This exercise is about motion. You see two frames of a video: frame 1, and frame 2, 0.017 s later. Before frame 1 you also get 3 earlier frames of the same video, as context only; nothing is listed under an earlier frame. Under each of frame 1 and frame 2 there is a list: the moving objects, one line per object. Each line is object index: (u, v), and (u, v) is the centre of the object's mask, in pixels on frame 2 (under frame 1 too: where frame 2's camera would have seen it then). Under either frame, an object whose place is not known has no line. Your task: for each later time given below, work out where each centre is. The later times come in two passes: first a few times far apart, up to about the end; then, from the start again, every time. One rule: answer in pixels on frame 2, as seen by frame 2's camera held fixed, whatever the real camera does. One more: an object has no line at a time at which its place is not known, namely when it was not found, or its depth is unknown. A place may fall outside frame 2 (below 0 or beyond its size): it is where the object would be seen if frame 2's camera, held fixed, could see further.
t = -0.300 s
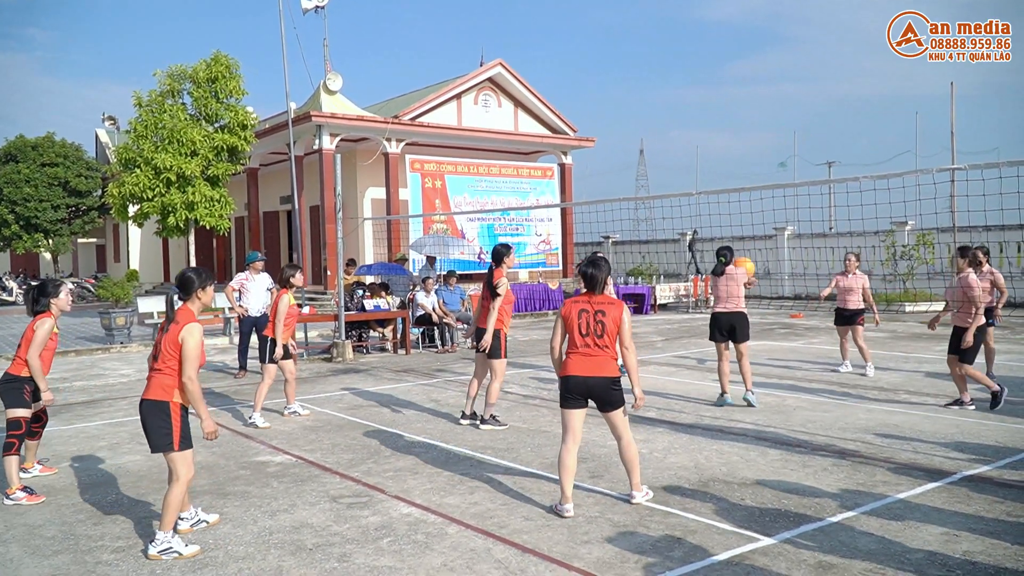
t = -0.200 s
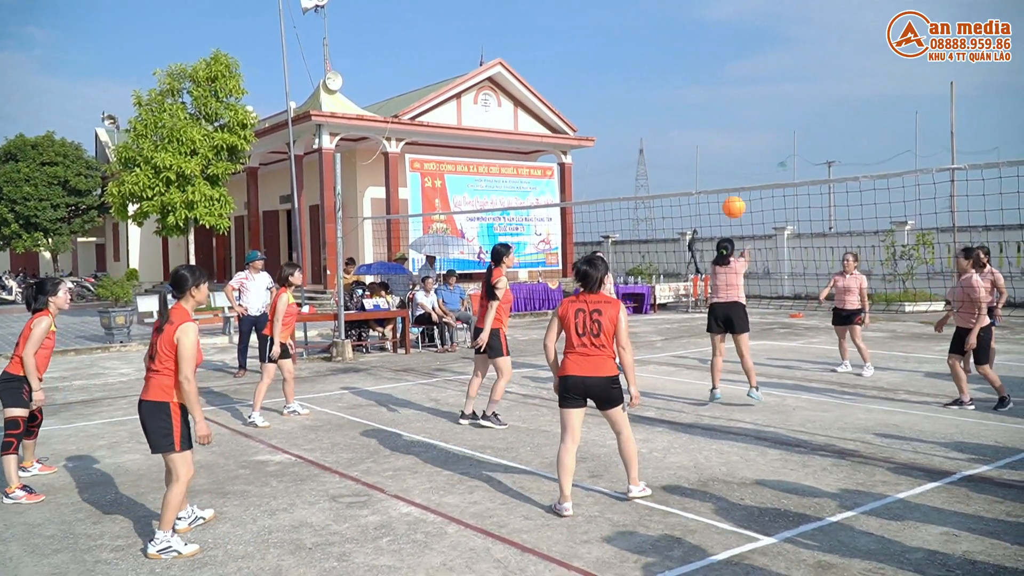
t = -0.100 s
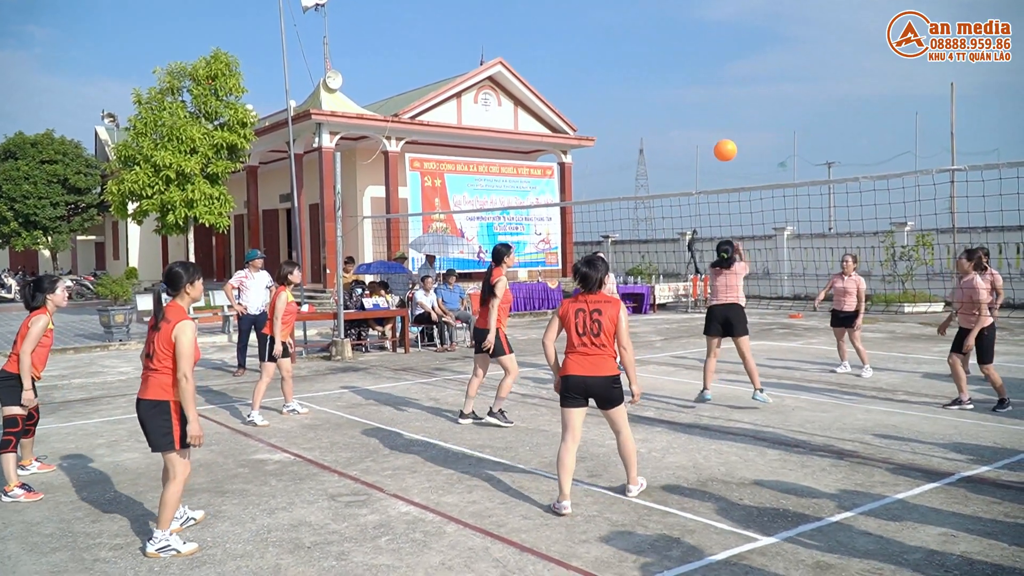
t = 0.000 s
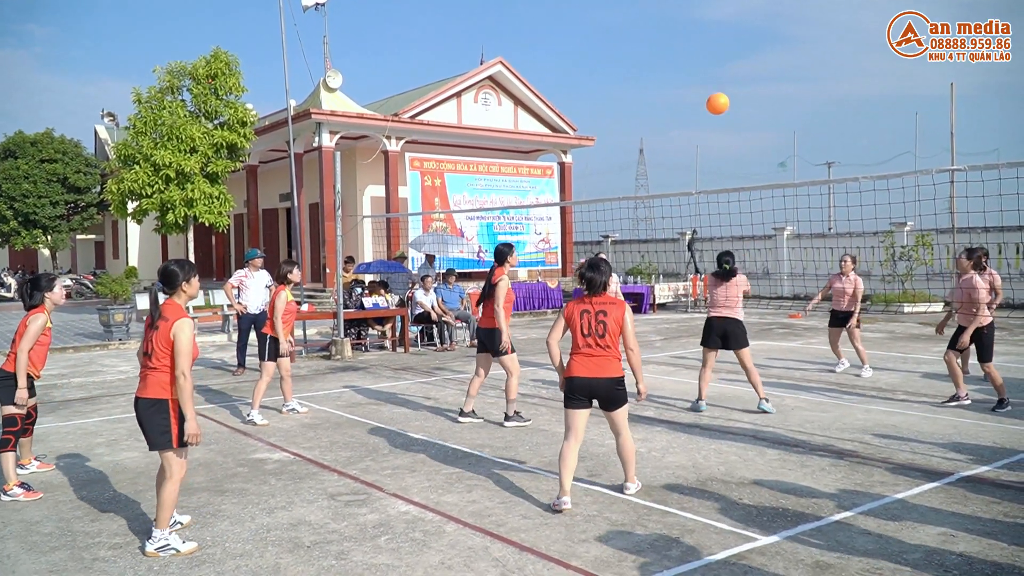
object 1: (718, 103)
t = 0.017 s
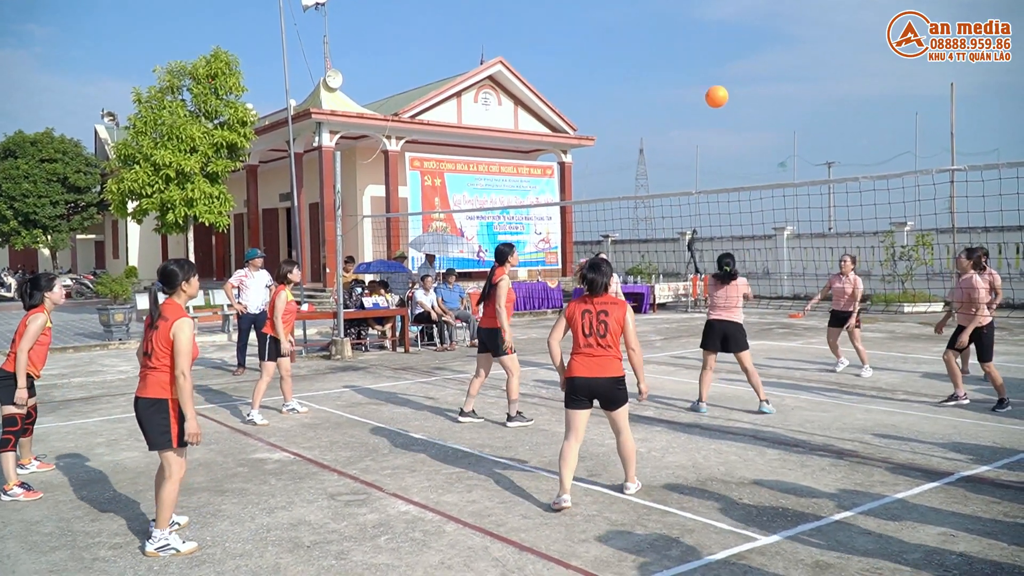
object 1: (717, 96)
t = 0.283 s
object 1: (699, 27)
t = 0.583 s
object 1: (679, 31)
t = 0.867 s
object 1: (664, 110)
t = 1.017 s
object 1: (658, 179)
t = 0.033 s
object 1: (716, 90)
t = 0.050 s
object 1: (714, 84)
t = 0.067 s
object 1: (713, 78)
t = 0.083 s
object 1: (712, 72)
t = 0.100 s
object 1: (711, 67)
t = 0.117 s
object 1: (710, 62)
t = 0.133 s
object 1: (709, 57)
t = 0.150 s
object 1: (708, 53)
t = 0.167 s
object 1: (707, 48)
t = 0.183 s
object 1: (706, 44)
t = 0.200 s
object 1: (705, 41)
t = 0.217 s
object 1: (703, 37)
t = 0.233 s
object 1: (702, 34)
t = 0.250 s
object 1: (701, 32)
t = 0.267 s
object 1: (700, 29)
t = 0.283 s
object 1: (699, 27)
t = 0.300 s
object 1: (698, 25)
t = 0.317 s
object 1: (696, 23)
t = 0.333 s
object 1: (696, 21)
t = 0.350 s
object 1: (694, 20)
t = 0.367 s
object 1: (693, 19)
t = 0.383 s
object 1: (692, 19)
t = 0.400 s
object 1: (691, 18)
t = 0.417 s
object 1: (690, 18)
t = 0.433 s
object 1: (689, 18)
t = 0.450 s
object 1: (688, 19)
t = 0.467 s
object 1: (687, 19)
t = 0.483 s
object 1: (686, 20)
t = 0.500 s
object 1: (685, 21)
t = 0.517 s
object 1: (683, 23)
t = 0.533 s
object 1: (682, 25)
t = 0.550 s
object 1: (681, 27)
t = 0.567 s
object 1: (680, 29)
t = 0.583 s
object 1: (679, 31)
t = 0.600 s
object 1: (679, 34)
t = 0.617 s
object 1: (678, 37)
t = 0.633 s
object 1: (677, 40)
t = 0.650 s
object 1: (676, 43)
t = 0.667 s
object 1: (675, 47)
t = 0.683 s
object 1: (674, 51)
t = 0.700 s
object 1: (673, 55)
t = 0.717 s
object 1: (672, 60)
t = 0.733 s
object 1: (671, 64)
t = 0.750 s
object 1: (670, 69)
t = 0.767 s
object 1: (670, 74)
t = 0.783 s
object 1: (669, 80)
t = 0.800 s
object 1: (668, 85)
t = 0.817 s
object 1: (667, 91)
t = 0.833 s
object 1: (666, 97)
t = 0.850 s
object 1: (665, 103)
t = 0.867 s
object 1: (664, 110)
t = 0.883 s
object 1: (664, 117)
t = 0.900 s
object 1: (663, 124)
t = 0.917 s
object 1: (662, 131)
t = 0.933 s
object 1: (661, 138)
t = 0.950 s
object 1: (661, 146)
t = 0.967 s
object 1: (660, 154)
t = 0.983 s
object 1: (660, 162)
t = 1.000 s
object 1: (659, 170)
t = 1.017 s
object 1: (658, 179)
